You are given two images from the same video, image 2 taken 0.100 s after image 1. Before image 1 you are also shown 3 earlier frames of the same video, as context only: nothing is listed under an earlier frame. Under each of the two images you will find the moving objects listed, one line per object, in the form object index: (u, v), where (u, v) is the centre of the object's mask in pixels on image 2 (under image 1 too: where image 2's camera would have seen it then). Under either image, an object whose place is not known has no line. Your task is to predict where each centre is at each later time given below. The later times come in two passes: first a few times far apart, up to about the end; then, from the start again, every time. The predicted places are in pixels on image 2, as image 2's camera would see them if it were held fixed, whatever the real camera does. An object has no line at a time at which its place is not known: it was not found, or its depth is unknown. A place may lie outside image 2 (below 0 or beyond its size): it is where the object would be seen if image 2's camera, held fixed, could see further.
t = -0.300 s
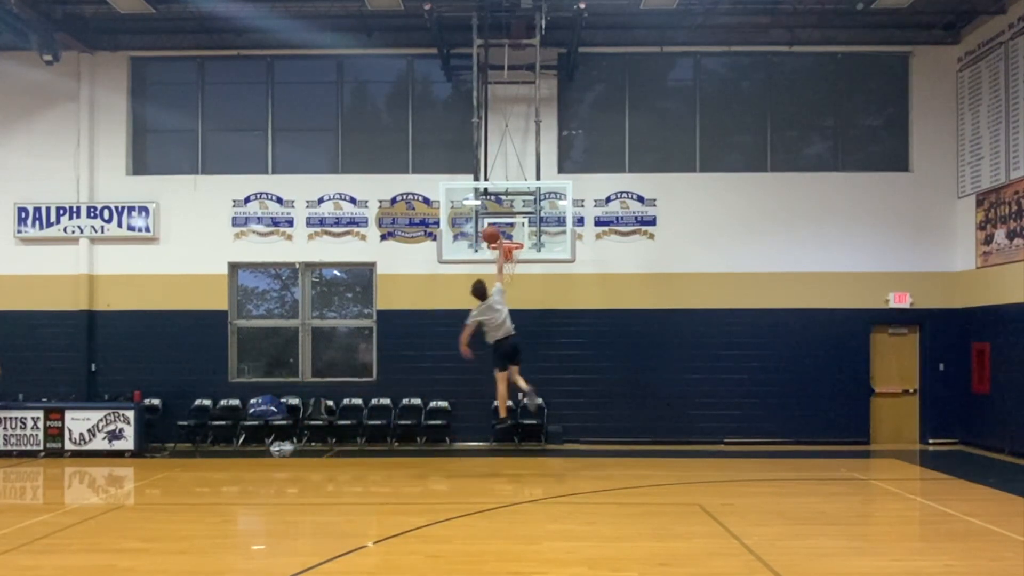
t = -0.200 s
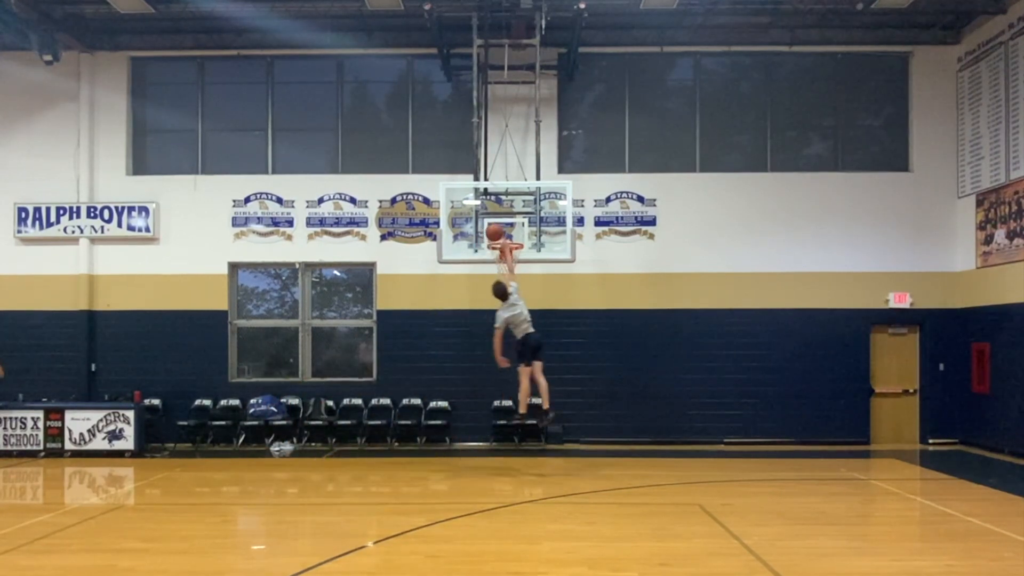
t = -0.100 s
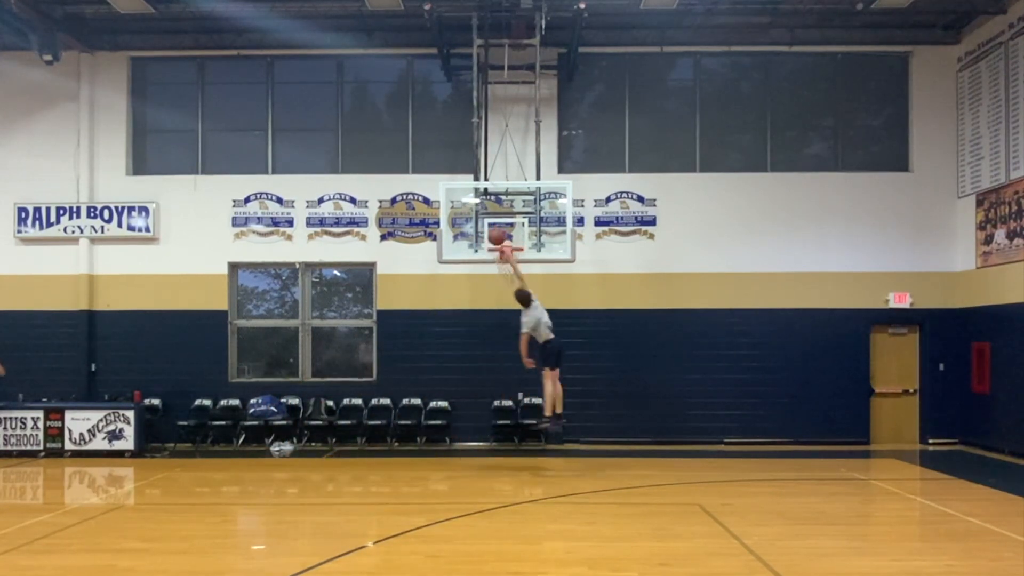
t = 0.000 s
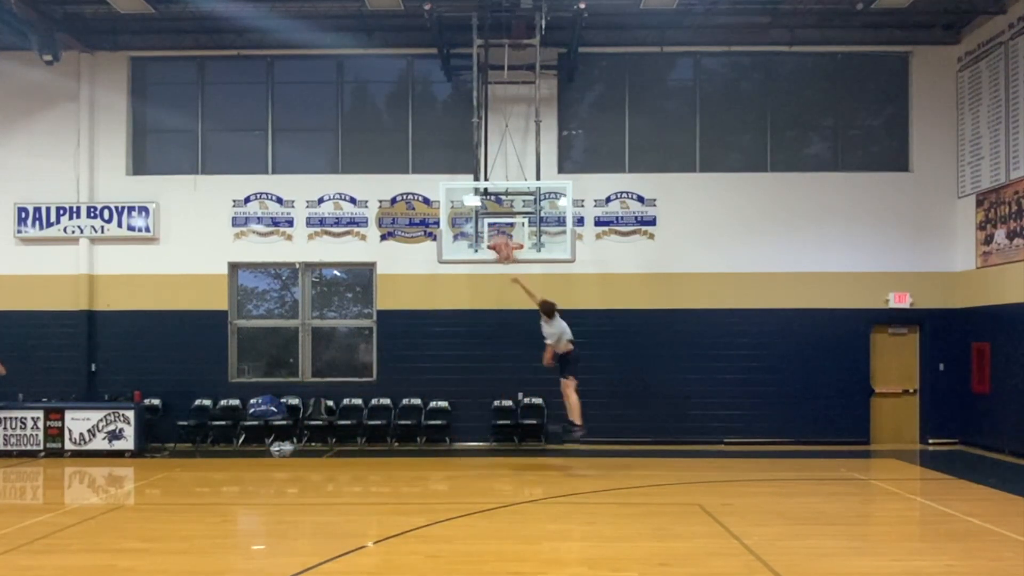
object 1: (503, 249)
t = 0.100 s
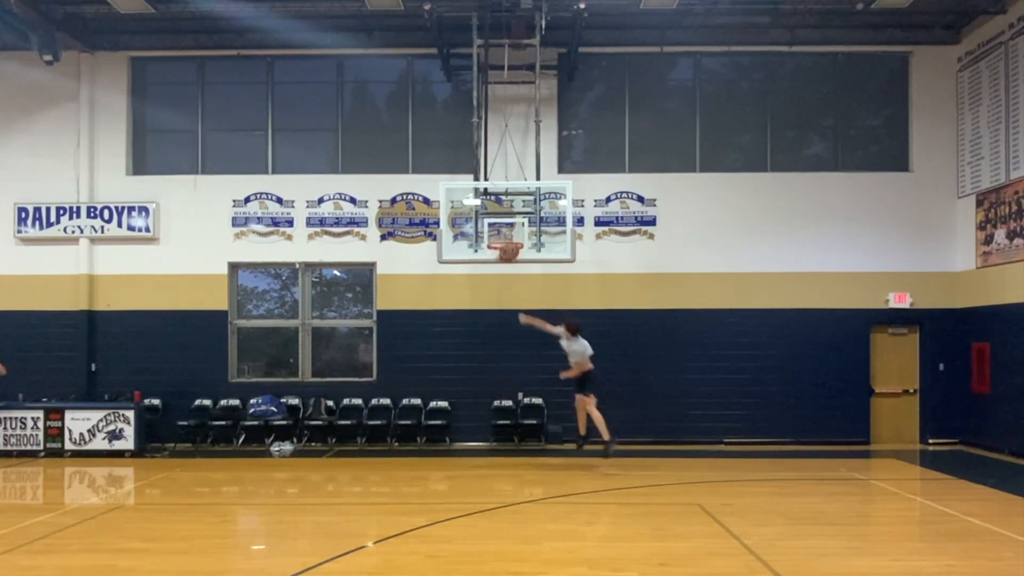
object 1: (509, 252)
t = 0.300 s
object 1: (514, 264)
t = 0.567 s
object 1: (508, 312)
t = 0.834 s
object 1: (501, 413)
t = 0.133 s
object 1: (510, 253)
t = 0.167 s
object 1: (510, 253)
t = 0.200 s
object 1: (510, 254)
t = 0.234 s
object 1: (513, 257)
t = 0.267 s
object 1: (515, 262)
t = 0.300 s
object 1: (514, 264)
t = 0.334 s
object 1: (514, 267)
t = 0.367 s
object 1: (513, 273)
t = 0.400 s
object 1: (512, 277)
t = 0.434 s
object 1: (511, 283)
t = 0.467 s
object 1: (511, 288)
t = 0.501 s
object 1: (510, 295)
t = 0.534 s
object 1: (509, 303)
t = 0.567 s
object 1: (508, 312)
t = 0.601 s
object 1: (507, 321)
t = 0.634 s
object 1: (506, 331)
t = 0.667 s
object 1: (505, 343)
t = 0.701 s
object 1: (504, 355)
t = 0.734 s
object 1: (504, 368)
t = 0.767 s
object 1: (503, 382)
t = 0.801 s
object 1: (502, 395)
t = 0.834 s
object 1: (501, 413)
